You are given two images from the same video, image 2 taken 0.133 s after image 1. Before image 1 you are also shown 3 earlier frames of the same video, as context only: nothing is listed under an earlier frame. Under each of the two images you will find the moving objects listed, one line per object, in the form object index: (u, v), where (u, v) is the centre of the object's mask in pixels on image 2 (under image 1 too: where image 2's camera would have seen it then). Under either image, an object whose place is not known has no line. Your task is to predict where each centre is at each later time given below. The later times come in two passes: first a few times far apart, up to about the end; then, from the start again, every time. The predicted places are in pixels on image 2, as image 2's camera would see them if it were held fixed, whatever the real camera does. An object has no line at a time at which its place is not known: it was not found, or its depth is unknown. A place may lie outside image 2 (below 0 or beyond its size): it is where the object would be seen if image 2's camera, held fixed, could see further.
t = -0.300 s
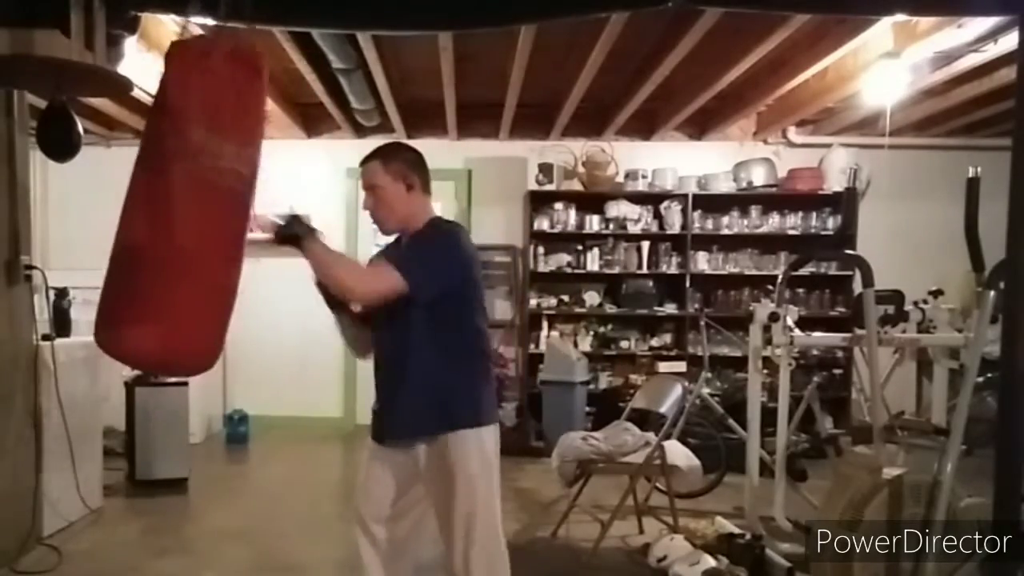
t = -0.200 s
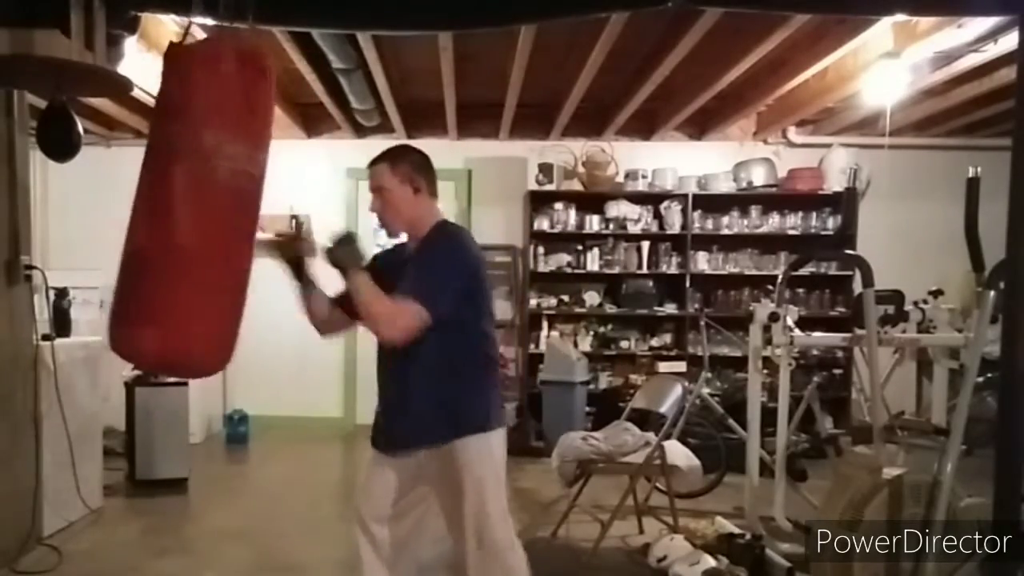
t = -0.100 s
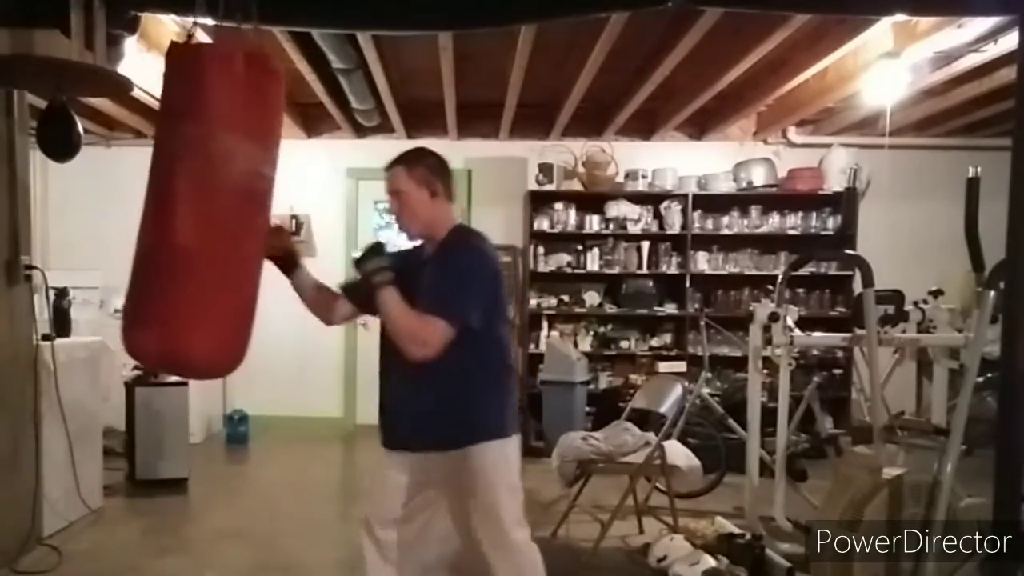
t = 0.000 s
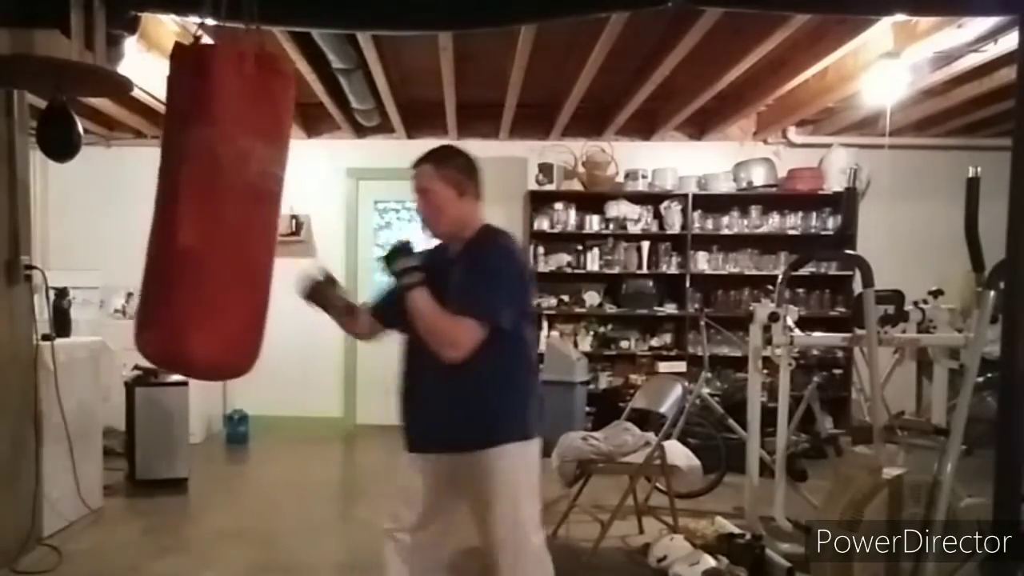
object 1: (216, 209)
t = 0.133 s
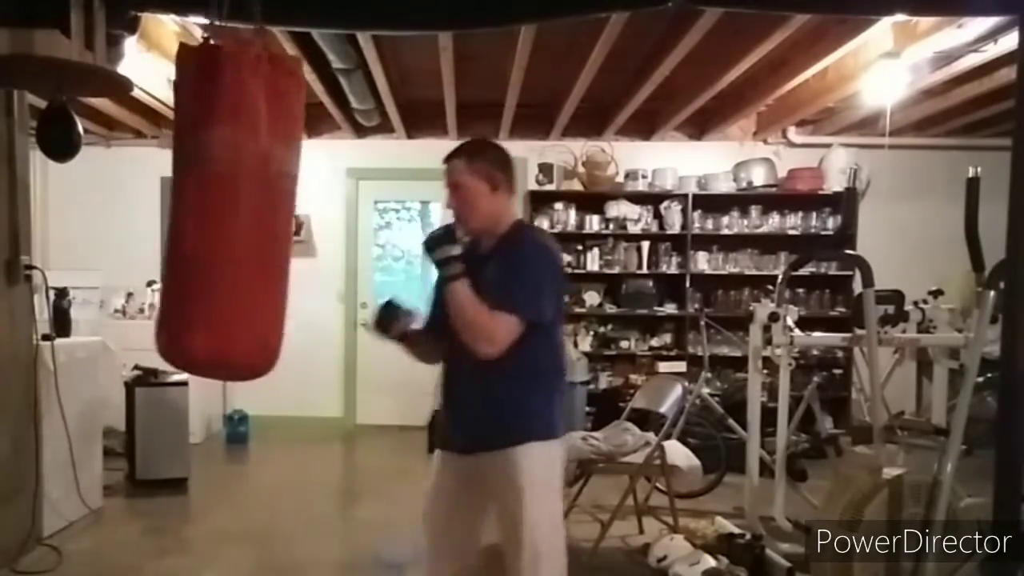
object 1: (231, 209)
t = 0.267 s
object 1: (245, 210)
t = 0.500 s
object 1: (264, 212)
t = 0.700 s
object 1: (267, 212)
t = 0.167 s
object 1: (234, 209)
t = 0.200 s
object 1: (238, 210)
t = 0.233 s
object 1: (241, 210)
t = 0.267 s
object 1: (245, 210)
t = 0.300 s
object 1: (248, 210)
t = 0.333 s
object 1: (251, 210)
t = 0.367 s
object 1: (254, 210)
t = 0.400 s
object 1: (257, 210)
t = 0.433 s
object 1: (259, 210)
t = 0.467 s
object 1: (262, 211)
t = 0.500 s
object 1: (264, 212)
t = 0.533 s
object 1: (265, 212)
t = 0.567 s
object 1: (266, 210)
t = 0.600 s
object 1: (267, 212)
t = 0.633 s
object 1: (267, 211)
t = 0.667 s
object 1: (267, 212)
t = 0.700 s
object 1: (267, 212)
